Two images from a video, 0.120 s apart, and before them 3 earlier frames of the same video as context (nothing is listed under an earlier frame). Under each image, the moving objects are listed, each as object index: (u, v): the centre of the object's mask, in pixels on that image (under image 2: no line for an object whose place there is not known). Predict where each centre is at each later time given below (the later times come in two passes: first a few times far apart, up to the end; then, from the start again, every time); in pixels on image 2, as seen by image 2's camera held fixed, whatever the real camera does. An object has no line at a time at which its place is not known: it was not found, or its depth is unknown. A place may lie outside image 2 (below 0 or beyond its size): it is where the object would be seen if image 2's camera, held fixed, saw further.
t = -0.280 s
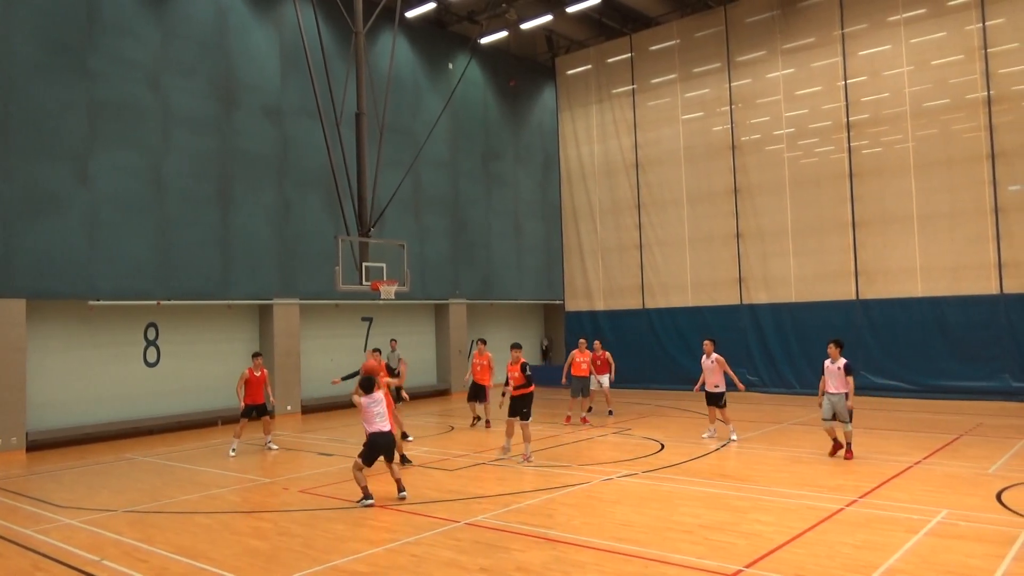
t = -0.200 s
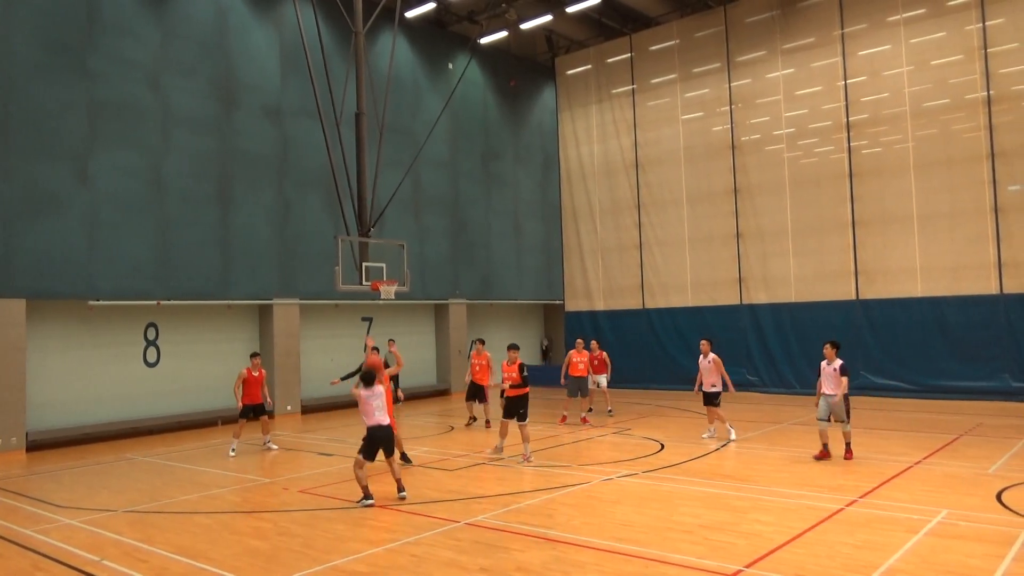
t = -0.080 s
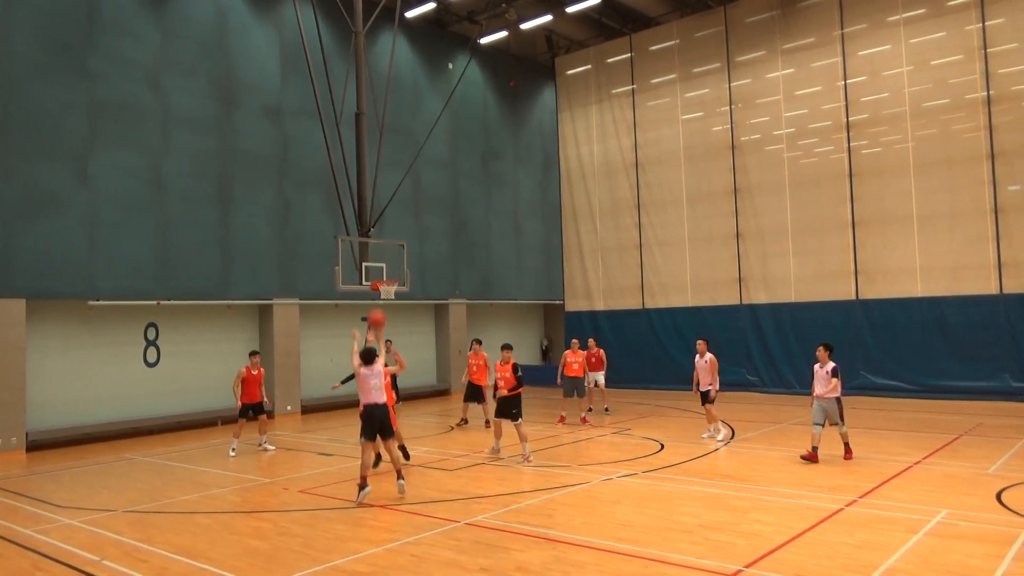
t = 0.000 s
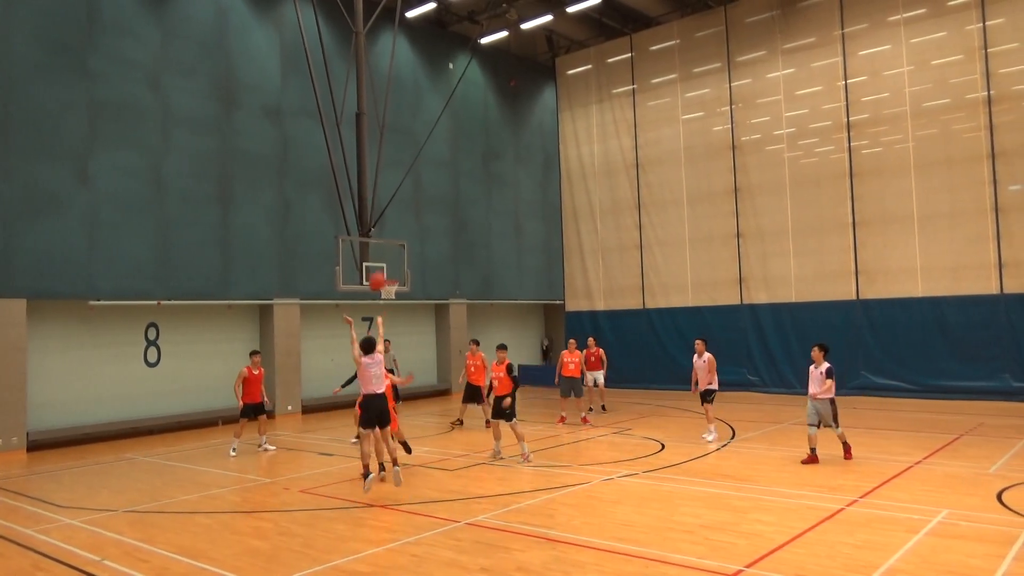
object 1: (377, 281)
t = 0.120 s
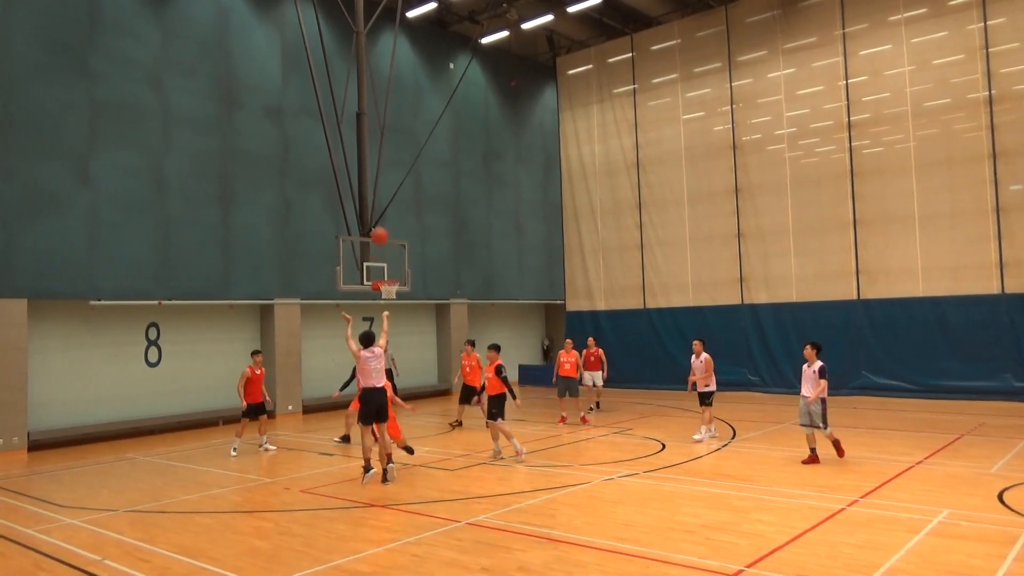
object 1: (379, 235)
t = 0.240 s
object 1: (381, 205)
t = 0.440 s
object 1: (384, 179)
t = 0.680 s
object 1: (387, 181)
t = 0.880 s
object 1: (391, 204)
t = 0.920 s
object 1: (391, 211)
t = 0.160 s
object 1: (380, 224)
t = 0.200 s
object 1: (380, 214)
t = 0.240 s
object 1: (381, 205)
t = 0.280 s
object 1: (381, 197)
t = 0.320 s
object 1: (382, 191)
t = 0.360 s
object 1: (382, 186)
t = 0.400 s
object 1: (383, 182)
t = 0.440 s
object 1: (384, 179)
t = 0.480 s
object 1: (384, 177)
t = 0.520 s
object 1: (385, 176)
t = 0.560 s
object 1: (385, 176)
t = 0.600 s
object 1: (386, 177)
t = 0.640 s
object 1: (387, 178)
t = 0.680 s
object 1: (387, 181)
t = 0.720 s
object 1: (388, 184)
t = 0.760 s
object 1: (388, 188)
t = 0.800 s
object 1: (389, 193)
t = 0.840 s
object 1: (390, 198)
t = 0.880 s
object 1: (391, 204)
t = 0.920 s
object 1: (391, 211)
